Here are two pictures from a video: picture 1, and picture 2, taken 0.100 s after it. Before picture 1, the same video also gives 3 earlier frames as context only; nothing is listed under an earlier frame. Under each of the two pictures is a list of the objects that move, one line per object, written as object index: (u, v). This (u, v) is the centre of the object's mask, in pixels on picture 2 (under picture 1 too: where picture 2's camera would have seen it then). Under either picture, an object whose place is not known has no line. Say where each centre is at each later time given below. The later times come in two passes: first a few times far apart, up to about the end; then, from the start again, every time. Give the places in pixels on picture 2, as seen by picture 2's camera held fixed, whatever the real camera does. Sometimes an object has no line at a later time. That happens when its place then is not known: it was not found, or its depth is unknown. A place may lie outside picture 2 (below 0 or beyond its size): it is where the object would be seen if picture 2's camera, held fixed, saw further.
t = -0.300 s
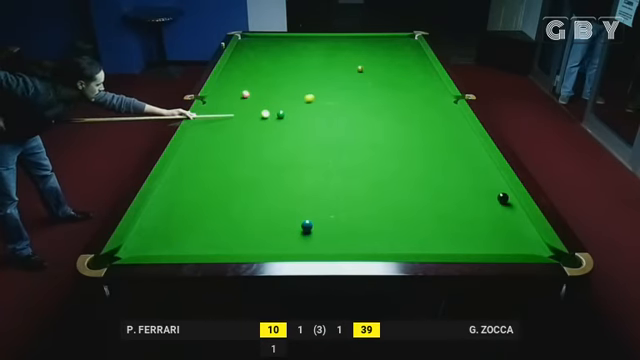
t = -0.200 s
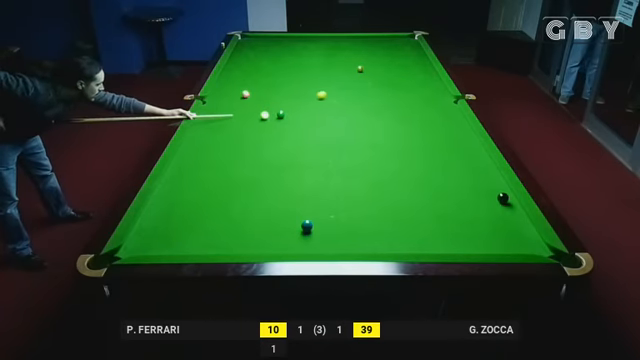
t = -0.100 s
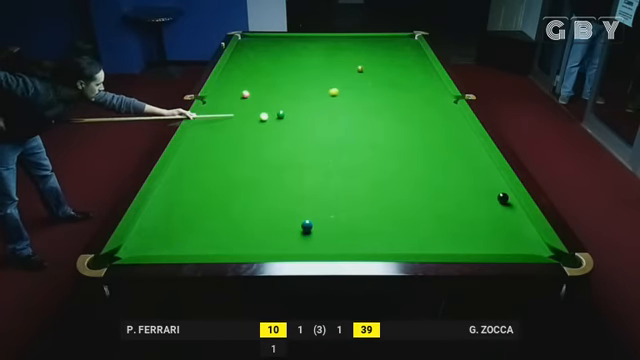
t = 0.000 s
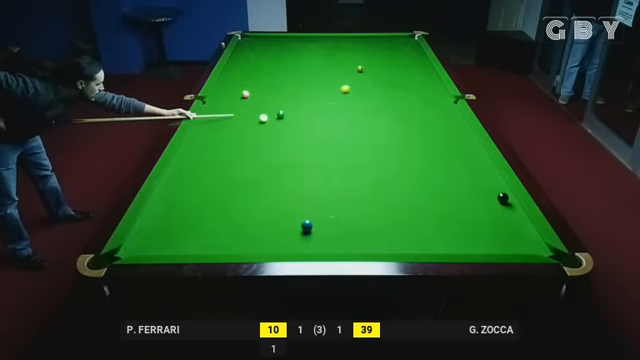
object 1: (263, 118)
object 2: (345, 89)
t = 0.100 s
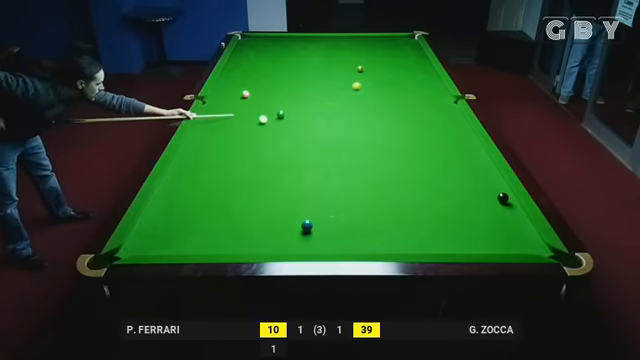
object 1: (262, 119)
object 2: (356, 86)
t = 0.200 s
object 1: (262, 120)
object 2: (367, 83)
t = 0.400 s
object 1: (262, 123)
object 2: (388, 78)
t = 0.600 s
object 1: (261, 125)
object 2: (407, 73)
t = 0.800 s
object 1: (261, 127)
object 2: (424, 68)
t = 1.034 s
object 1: (260, 129)
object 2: (419, 64)
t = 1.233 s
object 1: (261, 131)
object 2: (406, 61)
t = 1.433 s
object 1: (261, 132)
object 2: (394, 59)
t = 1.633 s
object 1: (261, 133)
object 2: (382, 57)
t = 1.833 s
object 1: (261, 134)
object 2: (372, 55)
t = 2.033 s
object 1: (261, 134)
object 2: (362, 52)
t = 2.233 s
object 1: (261, 134)
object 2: (353, 51)
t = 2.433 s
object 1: (261, 134)
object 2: (344, 49)
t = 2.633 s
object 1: (261, 134)
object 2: (336, 47)
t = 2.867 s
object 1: (261, 134)
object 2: (328, 45)
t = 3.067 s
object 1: (261, 134)
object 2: (321, 44)
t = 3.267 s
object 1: (261, 135)
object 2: (314, 43)
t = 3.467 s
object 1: (261, 135)
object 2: (308, 42)
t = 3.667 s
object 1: (261, 135)
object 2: (303, 41)
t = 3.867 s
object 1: (261, 135)
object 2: (298, 39)
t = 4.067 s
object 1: (261, 135)
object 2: (294, 39)
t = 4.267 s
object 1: (261, 135)
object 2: (290, 37)
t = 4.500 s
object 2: (285, 37)
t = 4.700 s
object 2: (281, 36)
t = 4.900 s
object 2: (279, 36)
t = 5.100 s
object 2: (277, 37)
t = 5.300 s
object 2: (275, 37)
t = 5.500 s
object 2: (273, 37)
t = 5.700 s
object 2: (272, 37)
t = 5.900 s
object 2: (271, 37)
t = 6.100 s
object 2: (270, 38)
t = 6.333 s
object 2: (270, 38)
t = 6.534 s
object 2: (270, 38)
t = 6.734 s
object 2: (270, 38)
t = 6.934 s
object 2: (270, 38)
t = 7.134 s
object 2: (270, 38)
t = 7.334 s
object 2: (270, 38)
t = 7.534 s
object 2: (270, 38)
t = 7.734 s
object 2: (270, 38)
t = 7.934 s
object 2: (270, 38)
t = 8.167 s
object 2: (270, 38)
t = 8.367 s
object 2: (270, 38)
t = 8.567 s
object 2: (270, 38)
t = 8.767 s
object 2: (270, 38)
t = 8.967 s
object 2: (270, 38)
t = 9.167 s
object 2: (270, 38)
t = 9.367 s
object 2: (270, 38)
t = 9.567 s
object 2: (270, 38)
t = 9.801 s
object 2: (270, 38)
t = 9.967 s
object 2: (270, 38)
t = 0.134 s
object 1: (262, 120)
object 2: (360, 85)
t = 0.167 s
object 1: (262, 120)
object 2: (363, 84)
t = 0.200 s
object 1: (262, 120)
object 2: (367, 83)
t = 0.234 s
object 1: (262, 121)
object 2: (371, 82)
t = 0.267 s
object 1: (262, 121)
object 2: (374, 81)
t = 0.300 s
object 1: (262, 122)
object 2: (377, 80)
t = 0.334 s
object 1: (262, 122)
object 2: (381, 79)
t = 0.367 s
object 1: (262, 122)
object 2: (384, 79)
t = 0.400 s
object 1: (262, 123)
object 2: (388, 78)
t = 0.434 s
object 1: (261, 123)
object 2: (391, 77)
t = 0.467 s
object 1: (262, 124)
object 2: (394, 76)
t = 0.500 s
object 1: (261, 124)
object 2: (397, 75)
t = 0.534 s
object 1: (261, 124)
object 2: (400, 74)
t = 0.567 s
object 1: (261, 125)
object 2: (403, 73)
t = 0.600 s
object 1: (261, 125)
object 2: (407, 73)
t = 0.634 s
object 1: (261, 125)
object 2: (410, 72)
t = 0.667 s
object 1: (261, 126)
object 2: (412, 71)
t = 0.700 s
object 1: (261, 126)
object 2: (415, 70)
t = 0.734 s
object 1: (261, 126)
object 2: (418, 70)
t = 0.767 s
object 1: (261, 127)
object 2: (421, 69)
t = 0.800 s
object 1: (261, 127)
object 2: (424, 68)
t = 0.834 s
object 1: (261, 127)
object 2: (427, 67)
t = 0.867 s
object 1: (261, 128)
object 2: (430, 67)
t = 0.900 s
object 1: (260, 128)
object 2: (429, 66)
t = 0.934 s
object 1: (261, 128)
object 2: (426, 66)
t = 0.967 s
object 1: (261, 128)
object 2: (424, 65)
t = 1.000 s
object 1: (261, 129)
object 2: (421, 65)
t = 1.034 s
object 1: (260, 129)
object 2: (419, 64)
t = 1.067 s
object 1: (260, 129)
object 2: (417, 64)
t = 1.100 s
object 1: (261, 129)
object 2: (415, 63)
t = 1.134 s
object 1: (261, 130)
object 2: (413, 63)
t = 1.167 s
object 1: (261, 130)
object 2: (410, 62)
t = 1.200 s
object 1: (261, 130)
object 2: (408, 62)
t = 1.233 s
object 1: (261, 131)
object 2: (406, 61)
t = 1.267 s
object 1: (261, 131)
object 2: (404, 61)
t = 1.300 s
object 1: (261, 131)
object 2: (402, 61)
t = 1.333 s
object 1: (261, 131)
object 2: (400, 60)
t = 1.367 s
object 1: (261, 131)
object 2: (398, 60)
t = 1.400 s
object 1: (261, 132)
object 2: (396, 59)
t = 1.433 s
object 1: (261, 132)
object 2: (394, 59)
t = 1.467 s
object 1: (261, 132)
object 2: (392, 58)
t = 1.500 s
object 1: (261, 132)
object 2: (390, 58)
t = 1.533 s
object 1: (261, 133)
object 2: (388, 58)
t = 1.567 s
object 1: (261, 133)
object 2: (386, 57)
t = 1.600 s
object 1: (261, 133)
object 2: (384, 57)
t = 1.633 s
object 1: (261, 133)
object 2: (382, 57)
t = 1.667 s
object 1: (261, 133)
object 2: (380, 56)
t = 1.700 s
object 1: (261, 133)
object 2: (379, 56)
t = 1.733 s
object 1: (261, 133)
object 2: (377, 56)
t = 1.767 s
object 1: (261, 134)
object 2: (376, 55)
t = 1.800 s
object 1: (261, 134)
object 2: (374, 55)
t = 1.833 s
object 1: (261, 134)
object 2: (372, 55)
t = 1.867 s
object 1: (261, 134)
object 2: (370, 54)
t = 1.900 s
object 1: (261, 134)
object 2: (369, 54)
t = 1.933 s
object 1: (261, 134)
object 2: (367, 54)
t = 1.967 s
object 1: (261, 134)
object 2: (365, 53)
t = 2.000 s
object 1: (261, 134)
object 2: (364, 53)
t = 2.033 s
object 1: (261, 134)
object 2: (362, 52)
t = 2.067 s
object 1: (261, 134)
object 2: (361, 52)
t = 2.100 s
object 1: (261, 134)
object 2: (359, 52)
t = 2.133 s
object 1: (261, 134)
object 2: (358, 52)
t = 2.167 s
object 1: (261, 134)
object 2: (356, 51)
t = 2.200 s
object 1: (261, 134)
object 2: (355, 51)
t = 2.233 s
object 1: (261, 134)
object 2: (353, 51)
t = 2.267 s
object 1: (261, 134)
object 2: (351, 51)
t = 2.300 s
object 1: (261, 134)
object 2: (350, 50)
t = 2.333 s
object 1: (261, 134)
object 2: (349, 50)
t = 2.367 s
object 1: (261, 134)
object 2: (347, 50)
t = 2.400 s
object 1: (261, 134)
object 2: (346, 49)
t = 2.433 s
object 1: (261, 134)
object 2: (344, 49)
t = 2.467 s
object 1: (261, 134)
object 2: (343, 49)
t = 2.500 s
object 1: (261, 134)
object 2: (341, 48)
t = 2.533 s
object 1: (261, 134)
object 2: (340, 48)
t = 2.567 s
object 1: (261, 134)
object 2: (339, 48)
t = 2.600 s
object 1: (261, 134)
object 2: (338, 48)
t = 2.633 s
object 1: (261, 134)
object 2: (336, 47)
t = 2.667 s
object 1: (261, 134)
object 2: (335, 47)
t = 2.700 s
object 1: (261, 134)
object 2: (334, 47)
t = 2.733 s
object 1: (261, 134)
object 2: (332, 47)
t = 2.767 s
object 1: (261, 134)
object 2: (331, 46)
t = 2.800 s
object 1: (261, 134)
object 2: (330, 46)
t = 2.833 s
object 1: (261, 134)
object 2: (329, 46)
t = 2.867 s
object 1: (261, 134)
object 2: (328, 45)
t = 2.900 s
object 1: (261, 134)
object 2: (326, 45)
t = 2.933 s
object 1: (261, 134)
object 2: (325, 45)
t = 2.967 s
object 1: (261, 134)
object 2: (324, 45)
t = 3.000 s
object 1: (261, 134)
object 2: (323, 45)
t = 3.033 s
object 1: (261, 134)
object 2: (322, 44)
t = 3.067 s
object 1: (261, 134)
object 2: (321, 44)
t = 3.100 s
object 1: (261, 135)
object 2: (320, 44)
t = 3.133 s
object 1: (261, 135)
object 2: (319, 44)
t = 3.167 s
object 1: (261, 135)
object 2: (317, 44)
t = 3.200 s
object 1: (261, 135)
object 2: (317, 43)
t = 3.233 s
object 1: (261, 135)
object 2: (315, 43)
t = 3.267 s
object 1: (261, 135)
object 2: (314, 43)
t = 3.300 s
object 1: (261, 135)
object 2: (313, 43)
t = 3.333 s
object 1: (261, 135)
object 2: (312, 42)
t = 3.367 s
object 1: (261, 135)
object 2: (311, 42)
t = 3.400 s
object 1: (261, 135)
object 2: (310, 42)
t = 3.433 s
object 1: (261, 135)
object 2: (309, 42)
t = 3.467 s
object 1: (261, 135)
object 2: (308, 42)
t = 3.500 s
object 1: (261, 135)
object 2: (308, 42)
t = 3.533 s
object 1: (261, 135)
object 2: (307, 41)
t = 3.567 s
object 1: (261, 135)
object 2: (306, 41)
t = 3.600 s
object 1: (261, 135)
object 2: (305, 41)
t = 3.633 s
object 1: (261, 135)
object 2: (304, 41)
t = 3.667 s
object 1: (261, 135)
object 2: (303, 41)
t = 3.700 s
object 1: (261, 135)
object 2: (302, 40)
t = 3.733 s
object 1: (261, 135)
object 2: (302, 40)
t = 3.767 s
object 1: (261, 135)
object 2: (301, 40)
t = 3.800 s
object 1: (261, 135)
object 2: (300, 40)
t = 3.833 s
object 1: (261, 135)
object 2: (299, 40)
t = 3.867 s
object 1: (261, 135)
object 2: (298, 39)
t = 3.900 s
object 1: (261, 135)
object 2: (298, 39)
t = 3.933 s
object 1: (261, 135)
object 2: (297, 39)
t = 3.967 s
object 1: (261, 135)
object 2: (296, 39)
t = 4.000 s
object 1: (261, 135)
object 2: (295, 39)
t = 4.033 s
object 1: (261, 135)
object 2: (294, 39)
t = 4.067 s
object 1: (261, 135)
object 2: (294, 39)
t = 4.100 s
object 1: (261, 135)
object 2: (293, 38)
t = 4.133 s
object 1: (261, 135)
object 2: (292, 38)
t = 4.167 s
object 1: (261, 135)
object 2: (291, 38)
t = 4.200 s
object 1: (261, 135)
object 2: (291, 38)
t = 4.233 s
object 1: (261, 135)
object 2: (290, 37)
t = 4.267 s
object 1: (261, 135)
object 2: (290, 37)
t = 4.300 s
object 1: (261, 135)
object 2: (289, 37)
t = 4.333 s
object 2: (288, 37)
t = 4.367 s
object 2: (288, 37)
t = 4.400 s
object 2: (287, 37)
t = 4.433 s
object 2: (286, 37)
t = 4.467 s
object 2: (286, 37)
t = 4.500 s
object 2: (285, 37)
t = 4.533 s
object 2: (284, 36)
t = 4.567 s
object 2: (284, 36)
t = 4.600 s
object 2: (283, 36)
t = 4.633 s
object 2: (283, 36)
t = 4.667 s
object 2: (282, 36)
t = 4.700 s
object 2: (281, 36)
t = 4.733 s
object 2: (281, 36)
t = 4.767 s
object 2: (281, 36)
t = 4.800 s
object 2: (280, 36)
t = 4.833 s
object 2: (280, 36)
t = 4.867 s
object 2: (279, 36)
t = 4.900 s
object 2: (279, 36)
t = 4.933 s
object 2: (278, 37)
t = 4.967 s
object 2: (278, 36)
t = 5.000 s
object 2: (278, 36)
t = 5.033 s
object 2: (278, 37)
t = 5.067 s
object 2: (277, 37)
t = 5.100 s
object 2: (277, 37)
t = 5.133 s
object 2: (276, 37)
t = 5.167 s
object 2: (276, 37)
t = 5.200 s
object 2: (276, 37)
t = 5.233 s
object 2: (276, 37)
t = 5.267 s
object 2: (275, 37)
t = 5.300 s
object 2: (275, 37)
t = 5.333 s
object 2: (275, 37)
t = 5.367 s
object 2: (275, 37)
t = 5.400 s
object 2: (274, 37)
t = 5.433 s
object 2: (274, 37)
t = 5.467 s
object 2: (274, 37)
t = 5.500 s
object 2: (273, 37)
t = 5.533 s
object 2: (273, 37)
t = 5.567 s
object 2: (273, 37)
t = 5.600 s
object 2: (273, 37)
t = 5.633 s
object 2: (272, 37)
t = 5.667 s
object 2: (272, 37)
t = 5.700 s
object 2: (272, 37)
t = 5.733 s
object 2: (272, 37)
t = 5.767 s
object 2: (272, 38)
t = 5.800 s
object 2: (271, 37)
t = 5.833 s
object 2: (271, 37)
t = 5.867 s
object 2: (271, 37)
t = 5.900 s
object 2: (271, 37)
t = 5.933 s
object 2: (271, 37)
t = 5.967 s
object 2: (271, 37)
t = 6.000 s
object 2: (271, 38)
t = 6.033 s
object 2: (270, 38)
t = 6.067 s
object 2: (270, 38)
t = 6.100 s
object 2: (270, 38)
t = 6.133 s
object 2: (270, 38)
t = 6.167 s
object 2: (270, 38)
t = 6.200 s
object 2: (270, 38)
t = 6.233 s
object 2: (270, 38)
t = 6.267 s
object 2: (270, 38)
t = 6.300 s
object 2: (270, 38)
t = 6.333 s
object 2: (270, 38)
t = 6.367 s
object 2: (270, 38)
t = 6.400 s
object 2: (270, 38)
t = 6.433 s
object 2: (270, 38)
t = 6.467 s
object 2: (270, 38)
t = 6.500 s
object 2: (270, 38)
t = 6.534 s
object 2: (270, 38)
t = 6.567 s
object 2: (270, 38)
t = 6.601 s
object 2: (270, 38)
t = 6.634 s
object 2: (270, 38)
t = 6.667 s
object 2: (270, 38)
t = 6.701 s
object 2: (270, 38)
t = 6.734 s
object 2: (270, 38)
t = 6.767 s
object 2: (270, 38)
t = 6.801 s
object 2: (270, 38)
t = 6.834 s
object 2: (270, 38)
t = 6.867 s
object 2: (270, 38)
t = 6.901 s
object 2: (270, 38)
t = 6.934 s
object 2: (270, 38)
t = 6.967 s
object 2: (270, 38)
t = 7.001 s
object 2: (270, 38)
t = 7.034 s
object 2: (270, 38)
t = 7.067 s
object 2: (270, 38)
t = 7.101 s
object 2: (270, 38)
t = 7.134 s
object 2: (270, 38)
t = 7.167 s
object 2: (270, 38)
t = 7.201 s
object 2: (270, 38)
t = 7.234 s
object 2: (270, 38)
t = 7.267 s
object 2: (270, 38)
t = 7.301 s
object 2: (270, 38)
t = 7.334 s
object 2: (270, 38)
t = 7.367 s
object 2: (270, 38)
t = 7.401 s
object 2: (270, 38)
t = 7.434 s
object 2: (270, 38)
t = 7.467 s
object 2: (270, 38)
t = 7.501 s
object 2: (270, 38)
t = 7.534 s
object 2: (270, 38)
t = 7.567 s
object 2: (270, 38)
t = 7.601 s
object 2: (270, 38)
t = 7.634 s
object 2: (270, 38)
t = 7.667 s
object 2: (270, 38)
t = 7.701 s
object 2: (270, 38)
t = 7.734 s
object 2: (270, 38)
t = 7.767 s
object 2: (270, 38)
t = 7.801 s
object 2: (270, 38)
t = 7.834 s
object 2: (270, 38)
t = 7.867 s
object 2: (270, 38)
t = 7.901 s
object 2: (270, 38)
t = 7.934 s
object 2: (270, 38)
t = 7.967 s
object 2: (270, 38)
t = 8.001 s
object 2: (270, 38)
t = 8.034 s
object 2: (270, 38)
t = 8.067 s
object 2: (270, 38)
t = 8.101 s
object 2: (270, 38)
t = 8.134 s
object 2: (270, 38)
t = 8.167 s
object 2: (270, 38)
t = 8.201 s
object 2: (270, 38)
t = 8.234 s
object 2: (270, 38)
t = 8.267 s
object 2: (270, 38)
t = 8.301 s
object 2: (270, 38)
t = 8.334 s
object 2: (270, 38)
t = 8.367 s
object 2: (270, 38)
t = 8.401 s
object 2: (270, 38)
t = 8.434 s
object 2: (270, 38)
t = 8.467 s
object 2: (270, 38)
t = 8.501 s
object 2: (270, 38)
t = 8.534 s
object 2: (270, 38)
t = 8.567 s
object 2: (270, 38)
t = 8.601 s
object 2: (270, 38)
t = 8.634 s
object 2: (270, 38)
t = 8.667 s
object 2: (270, 38)
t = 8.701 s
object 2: (270, 38)
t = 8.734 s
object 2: (270, 38)
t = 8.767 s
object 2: (270, 38)
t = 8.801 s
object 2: (270, 38)
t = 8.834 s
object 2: (270, 38)
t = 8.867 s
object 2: (270, 38)
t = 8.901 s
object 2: (270, 38)
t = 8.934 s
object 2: (270, 38)
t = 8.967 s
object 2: (270, 38)
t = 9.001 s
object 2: (270, 38)
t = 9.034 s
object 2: (270, 38)
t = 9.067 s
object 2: (270, 38)
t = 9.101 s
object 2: (270, 38)
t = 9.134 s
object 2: (270, 38)
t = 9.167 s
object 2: (270, 38)
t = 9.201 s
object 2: (270, 38)
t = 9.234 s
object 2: (270, 38)
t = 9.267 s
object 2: (270, 38)
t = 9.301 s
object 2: (270, 38)
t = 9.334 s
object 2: (270, 38)
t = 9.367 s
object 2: (270, 38)
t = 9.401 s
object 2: (270, 38)
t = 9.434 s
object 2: (270, 38)
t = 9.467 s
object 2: (270, 38)
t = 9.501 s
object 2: (270, 38)
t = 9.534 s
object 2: (270, 38)
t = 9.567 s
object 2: (270, 38)
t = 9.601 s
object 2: (270, 38)
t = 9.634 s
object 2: (270, 38)
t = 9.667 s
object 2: (270, 38)
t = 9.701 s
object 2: (270, 38)
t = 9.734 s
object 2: (270, 38)
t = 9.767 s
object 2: (270, 38)
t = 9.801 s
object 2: (270, 38)
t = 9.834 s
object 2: (270, 38)
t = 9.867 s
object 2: (270, 38)
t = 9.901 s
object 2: (270, 38)
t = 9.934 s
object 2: (270, 38)
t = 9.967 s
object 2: (270, 38)
